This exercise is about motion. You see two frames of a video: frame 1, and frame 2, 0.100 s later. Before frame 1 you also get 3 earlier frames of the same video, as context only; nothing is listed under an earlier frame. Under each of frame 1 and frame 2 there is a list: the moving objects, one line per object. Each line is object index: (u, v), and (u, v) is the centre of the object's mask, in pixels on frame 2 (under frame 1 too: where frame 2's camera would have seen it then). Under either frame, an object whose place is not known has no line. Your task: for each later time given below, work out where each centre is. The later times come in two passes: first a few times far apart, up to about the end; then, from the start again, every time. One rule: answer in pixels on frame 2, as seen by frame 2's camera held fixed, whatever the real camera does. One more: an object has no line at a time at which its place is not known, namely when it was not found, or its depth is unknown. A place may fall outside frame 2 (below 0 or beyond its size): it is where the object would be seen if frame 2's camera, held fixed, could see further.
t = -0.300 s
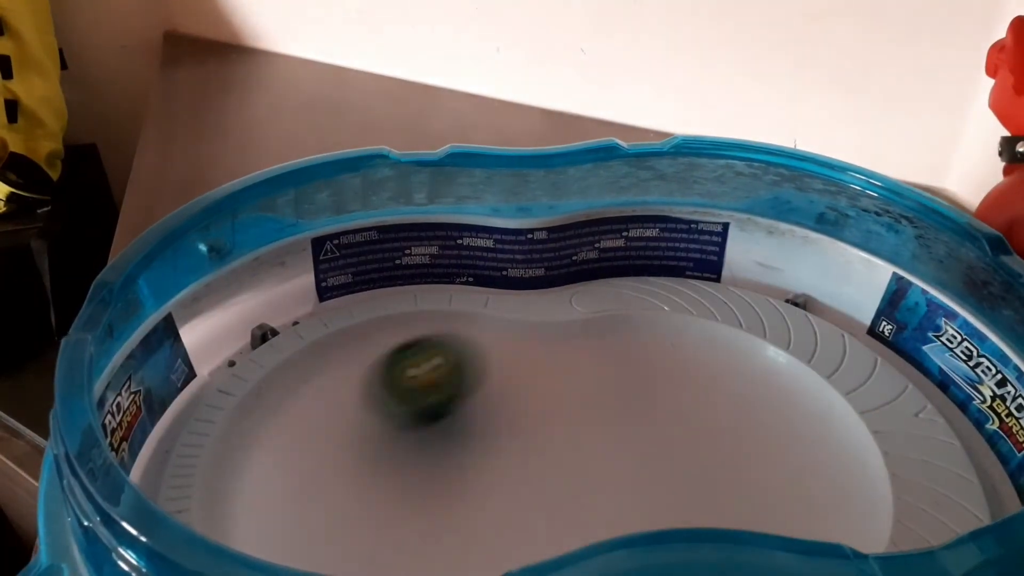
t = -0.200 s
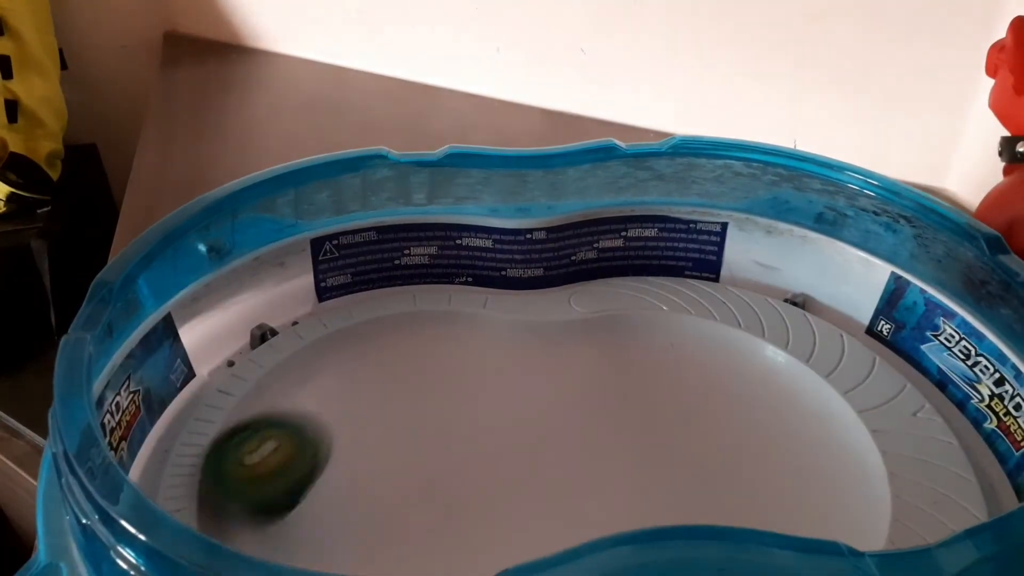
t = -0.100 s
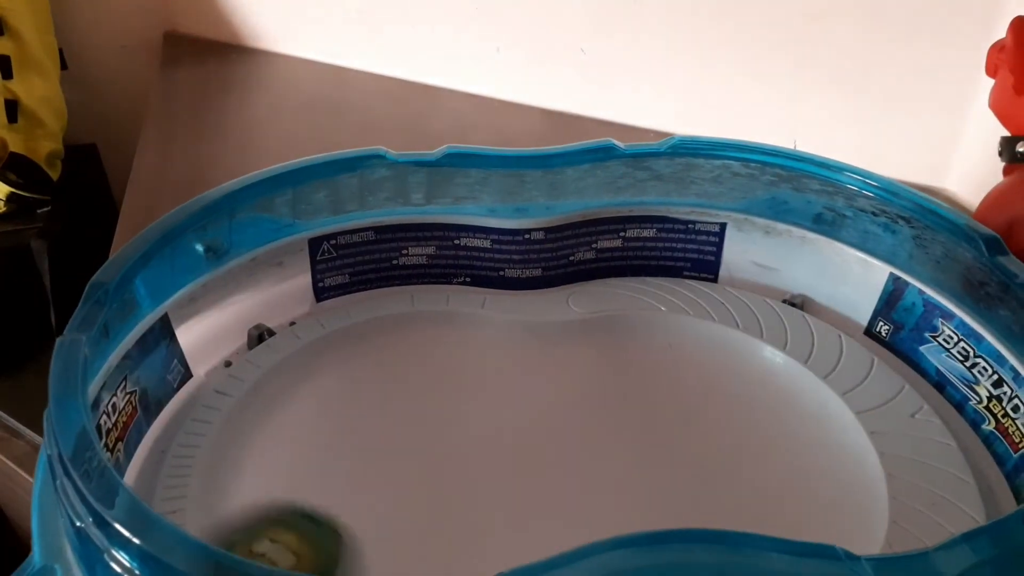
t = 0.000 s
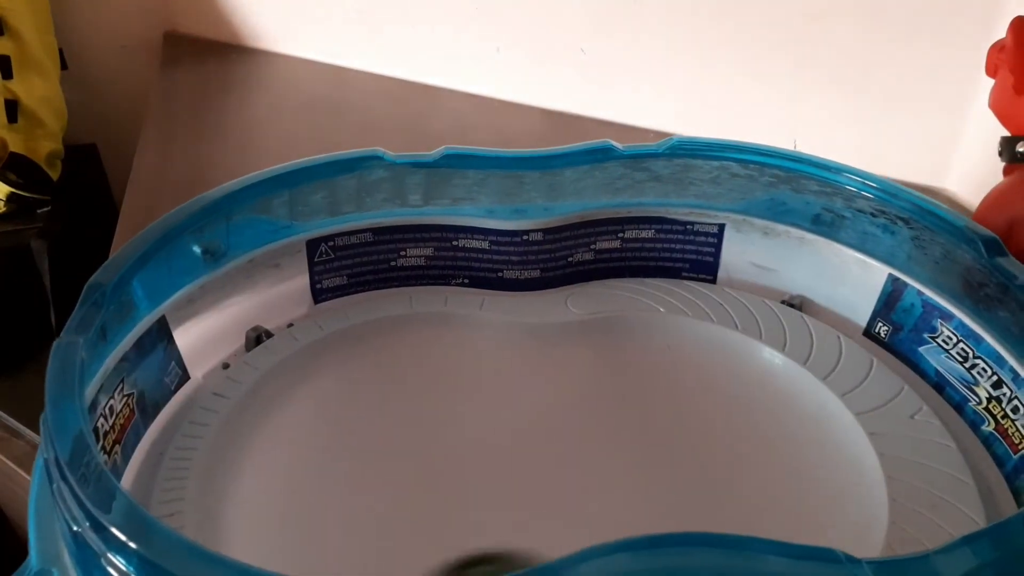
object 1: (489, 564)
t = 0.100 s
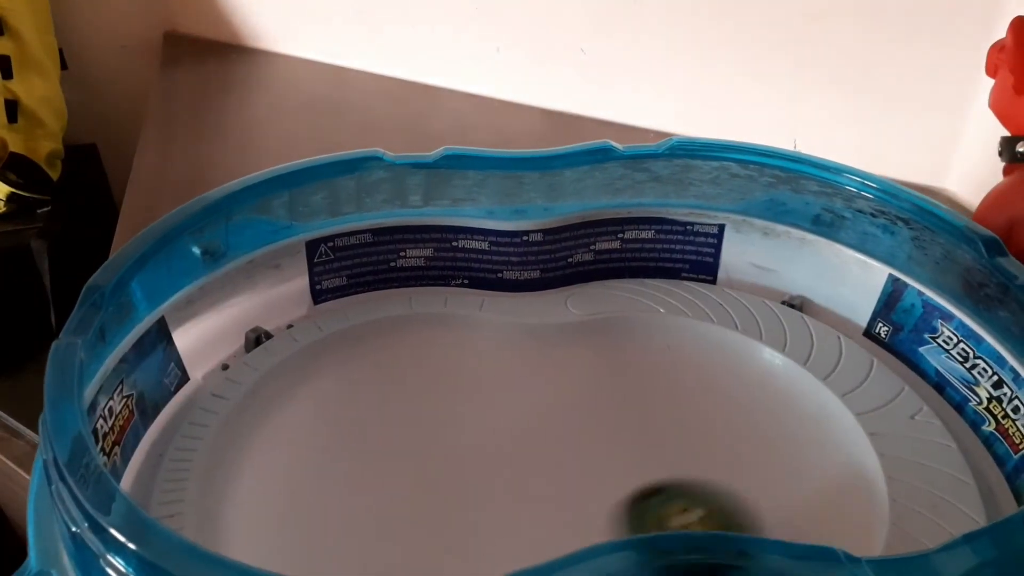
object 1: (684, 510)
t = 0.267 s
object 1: (776, 367)
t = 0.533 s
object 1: (344, 398)
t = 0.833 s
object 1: (556, 543)
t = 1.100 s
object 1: (717, 305)
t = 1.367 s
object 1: (337, 459)
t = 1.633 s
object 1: (491, 546)
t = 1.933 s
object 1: (699, 427)
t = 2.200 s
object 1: (597, 369)
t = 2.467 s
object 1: (476, 435)
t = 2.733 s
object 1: (483, 504)
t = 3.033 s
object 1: (596, 504)
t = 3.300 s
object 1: (580, 455)
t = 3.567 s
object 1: (422, 407)
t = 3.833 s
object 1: (316, 516)
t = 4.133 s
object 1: (553, 486)
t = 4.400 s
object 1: (571, 401)
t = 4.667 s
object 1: (466, 404)
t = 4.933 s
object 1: (412, 485)
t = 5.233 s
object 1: (484, 526)
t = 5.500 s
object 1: (497, 482)
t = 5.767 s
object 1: (384, 438)
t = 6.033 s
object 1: (347, 505)
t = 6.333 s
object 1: (484, 457)
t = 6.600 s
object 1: (479, 401)
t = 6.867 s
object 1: (407, 428)
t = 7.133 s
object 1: (427, 525)
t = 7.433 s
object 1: (516, 509)
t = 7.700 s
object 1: (479, 452)
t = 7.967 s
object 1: (363, 428)
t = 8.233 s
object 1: (368, 501)
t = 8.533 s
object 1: (504, 465)
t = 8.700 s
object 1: (543, 441)
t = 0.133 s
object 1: (738, 498)
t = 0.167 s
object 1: (770, 473)
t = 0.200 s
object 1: (787, 439)
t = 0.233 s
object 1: (789, 403)
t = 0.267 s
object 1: (776, 367)
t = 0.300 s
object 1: (746, 337)
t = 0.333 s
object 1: (702, 324)
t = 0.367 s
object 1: (648, 326)
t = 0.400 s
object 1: (588, 333)
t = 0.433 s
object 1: (529, 348)
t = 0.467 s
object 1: (462, 367)
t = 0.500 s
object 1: (400, 382)
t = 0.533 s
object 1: (344, 398)
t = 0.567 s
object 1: (289, 419)
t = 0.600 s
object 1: (242, 449)
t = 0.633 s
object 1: (223, 481)
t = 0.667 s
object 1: (235, 514)
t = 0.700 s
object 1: (272, 542)
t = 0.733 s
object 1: (325, 562)
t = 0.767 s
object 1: (408, 569)
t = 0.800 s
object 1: (493, 563)
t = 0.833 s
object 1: (556, 543)
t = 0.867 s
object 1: (630, 525)
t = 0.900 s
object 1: (701, 514)
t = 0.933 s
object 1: (756, 499)
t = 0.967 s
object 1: (781, 465)
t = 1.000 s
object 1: (794, 422)
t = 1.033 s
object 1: (786, 376)
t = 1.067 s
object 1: (754, 328)
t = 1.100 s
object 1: (717, 305)
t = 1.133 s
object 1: (663, 298)
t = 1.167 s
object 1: (616, 312)
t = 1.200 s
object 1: (570, 343)
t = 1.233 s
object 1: (522, 366)
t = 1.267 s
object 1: (473, 394)
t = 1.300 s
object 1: (424, 420)
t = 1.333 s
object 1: (376, 441)
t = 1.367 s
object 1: (337, 459)
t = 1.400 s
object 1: (314, 475)
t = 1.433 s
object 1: (300, 496)
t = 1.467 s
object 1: (302, 518)
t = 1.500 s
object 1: (318, 534)
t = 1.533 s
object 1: (350, 547)
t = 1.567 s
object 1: (395, 553)
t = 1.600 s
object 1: (447, 554)
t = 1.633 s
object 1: (491, 546)
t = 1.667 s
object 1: (529, 533)
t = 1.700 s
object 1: (570, 516)
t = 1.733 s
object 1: (605, 503)
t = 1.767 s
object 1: (640, 491)
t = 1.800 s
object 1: (662, 480)
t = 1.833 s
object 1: (679, 467)
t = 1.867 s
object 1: (689, 454)
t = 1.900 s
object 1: (696, 441)
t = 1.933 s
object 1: (699, 427)
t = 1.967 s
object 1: (699, 413)
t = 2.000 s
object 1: (693, 399)
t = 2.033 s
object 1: (683, 386)
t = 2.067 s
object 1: (670, 376)
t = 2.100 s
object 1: (654, 367)
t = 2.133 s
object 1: (637, 364)
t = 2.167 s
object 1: (617, 364)
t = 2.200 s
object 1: (597, 369)
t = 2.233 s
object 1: (576, 373)
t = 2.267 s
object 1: (556, 381)
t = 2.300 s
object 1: (536, 388)
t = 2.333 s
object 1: (519, 397)
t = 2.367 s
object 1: (503, 407)
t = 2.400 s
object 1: (492, 416)
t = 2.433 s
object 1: (482, 426)
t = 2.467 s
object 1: (476, 435)
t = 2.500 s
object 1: (471, 444)
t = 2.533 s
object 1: (471, 453)
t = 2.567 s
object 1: (469, 462)
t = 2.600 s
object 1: (470, 472)
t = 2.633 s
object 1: (471, 481)
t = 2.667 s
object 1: (474, 489)
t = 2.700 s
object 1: (477, 497)
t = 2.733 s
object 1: (483, 504)
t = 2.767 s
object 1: (493, 510)
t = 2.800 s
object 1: (503, 513)
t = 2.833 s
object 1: (515, 515)
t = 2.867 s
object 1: (528, 515)
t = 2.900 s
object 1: (542, 514)
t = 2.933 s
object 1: (557, 513)
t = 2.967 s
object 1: (571, 510)
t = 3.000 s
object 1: (585, 507)
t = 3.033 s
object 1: (596, 504)
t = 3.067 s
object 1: (604, 500)
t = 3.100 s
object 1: (610, 497)
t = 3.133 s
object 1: (612, 493)
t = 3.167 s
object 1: (613, 488)
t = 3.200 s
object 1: (609, 480)
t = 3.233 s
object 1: (602, 472)
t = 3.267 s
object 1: (592, 464)
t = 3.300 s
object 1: (580, 455)
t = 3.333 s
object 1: (567, 448)
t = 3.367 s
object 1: (552, 441)
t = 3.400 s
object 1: (534, 434)
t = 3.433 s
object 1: (516, 427)
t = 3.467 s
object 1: (496, 422)
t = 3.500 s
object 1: (471, 416)
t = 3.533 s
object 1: (447, 411)
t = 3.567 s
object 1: (422, 407)
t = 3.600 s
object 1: (398, 406)
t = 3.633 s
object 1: (375, 410)
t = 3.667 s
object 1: (352, 418)
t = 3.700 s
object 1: (331, 430)
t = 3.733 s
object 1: (316, 447)
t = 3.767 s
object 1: (307, 468)
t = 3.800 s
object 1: (306, 492)
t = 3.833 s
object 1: (316, 516)
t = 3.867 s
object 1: (333, 531)
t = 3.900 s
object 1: (359, 539)
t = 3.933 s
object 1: (393, 544)
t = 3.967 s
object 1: (427, 544)
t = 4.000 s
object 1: (460, 538)
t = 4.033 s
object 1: (489, 528)
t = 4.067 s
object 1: (514, 515)
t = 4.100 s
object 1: (535, 500)
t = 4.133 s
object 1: (553, 486)
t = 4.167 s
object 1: (566, 473)
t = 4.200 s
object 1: (573, 461)
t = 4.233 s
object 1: (579, 448)
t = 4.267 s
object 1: (583, 437)
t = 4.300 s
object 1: (584, 426)
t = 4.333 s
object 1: (582, 417)
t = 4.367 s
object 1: (578, 408)
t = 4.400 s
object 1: (571, 401)
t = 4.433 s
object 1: (562, 396)
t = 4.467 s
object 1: (550, 393)
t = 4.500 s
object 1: (536, 390)
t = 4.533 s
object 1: (522, 391)
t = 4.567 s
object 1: (507, 393)
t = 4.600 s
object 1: (492, 396)
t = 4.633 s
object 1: (478, 399)
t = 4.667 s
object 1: (466, 404)
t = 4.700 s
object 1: (453, 410)
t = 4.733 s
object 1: (441, 416)
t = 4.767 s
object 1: (432, 424)
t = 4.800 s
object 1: (424, 433)
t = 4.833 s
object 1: (417, 444)
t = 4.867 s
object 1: (412, 457)
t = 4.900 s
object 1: (410, 471)
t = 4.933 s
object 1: (412, 485)
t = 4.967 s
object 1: (414, 499)
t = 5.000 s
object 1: (418, 510)
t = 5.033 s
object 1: (426, 520)
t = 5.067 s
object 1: (434, 526)
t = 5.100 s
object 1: (443, 530)
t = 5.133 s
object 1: (453, 531)
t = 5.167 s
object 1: (464, 531)
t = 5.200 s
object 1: (474, 529)
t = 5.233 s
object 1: (484, 526)
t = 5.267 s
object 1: (493, 523)
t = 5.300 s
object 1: (501, 520)
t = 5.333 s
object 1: (507, 515)
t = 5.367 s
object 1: (511, 510)
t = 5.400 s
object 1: (512, 504)
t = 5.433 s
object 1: (510, 497)
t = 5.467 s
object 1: (505, 490)
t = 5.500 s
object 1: (497, 482)
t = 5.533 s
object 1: (487, 475)
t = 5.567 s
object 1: (476, 467)
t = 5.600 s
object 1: (464, 460)
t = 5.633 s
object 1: (448, 453)
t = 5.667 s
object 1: (432, 446)
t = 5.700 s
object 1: (416, 440)
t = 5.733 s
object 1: (400, 438)
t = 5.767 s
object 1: (384, 438)
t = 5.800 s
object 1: (368, 440)
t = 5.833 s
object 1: (353, 445)
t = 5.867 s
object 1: (341, 452)
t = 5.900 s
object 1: (333, 461)
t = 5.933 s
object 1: (329, 472)
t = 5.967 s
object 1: (331, 484)
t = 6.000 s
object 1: (336, 495)
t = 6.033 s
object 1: (347, 505)
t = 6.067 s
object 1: (362, 513)
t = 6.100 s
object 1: (380, 516)
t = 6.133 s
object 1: (400, 517)
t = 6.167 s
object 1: (420, 513)
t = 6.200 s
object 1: (437, 504)
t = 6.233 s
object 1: (452, 493)
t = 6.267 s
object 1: (465, 481)
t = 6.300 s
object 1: (476, 469)
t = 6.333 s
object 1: (484, 457)
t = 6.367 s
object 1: (491, 446)
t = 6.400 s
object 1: (496, 437)
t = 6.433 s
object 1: (499, 428)
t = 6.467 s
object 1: (500, 420)
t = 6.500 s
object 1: (498, 414)
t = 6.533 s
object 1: (493, 409)
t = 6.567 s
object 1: (486, 404)
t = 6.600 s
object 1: (479, 401)
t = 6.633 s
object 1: (470, 399)
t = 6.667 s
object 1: (460, 399)
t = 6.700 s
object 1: (451, 399)
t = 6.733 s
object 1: (442, 400)
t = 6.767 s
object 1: (432, 403)
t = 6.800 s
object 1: (424, 408)
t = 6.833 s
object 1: (414, 417)
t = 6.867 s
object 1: (407, 428)
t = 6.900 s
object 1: (401, 441)
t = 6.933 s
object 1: (398, 454)
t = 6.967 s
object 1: (397, 468)
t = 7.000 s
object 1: (398, 482)
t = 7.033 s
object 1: (403, 496)
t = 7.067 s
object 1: (409, 508)
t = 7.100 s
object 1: (418, 519)
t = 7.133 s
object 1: (427, 525)
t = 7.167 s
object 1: (438, 529)
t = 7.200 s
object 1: (448, 531)
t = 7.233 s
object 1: (460, 531)
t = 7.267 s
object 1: (471, 529)
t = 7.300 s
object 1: (482, 526)
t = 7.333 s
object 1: (493, 523)
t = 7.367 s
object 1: (503, 519)
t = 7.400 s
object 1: (510, 514)
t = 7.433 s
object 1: (516, 509)
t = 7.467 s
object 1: (520, 503)
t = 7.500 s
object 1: (521, 496)
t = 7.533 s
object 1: (519, 489)
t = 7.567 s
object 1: (514, 482)
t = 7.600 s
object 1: (508, 475)
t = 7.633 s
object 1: (499, 467)
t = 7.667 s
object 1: (490, 460)
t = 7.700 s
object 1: (479, 452)
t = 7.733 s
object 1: (467, 445)
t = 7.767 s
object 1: (453, 438)
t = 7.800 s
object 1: (438, 431)
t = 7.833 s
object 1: (422, 425)
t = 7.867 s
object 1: (407, 422)
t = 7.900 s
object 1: (391, 422)
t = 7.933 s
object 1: (376, 424)
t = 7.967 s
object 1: (363, 428)
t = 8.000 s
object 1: (352, 434)
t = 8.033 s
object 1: (343, 442)
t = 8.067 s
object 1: (338, 451)
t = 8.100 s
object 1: (336, 462)
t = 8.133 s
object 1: (338, 473)
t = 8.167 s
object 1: (345, 484)
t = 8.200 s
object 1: (355, 494)
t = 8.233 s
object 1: (368, 501)
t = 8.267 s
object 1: (385, 506)
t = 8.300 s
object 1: (403, 509)
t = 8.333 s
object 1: (421, 508)
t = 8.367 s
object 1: (438, 503)
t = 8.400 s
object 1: (455, 496)
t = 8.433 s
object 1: (469, 488)
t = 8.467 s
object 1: (481, 480)
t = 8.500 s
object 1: (493, 472)
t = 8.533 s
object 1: (504, 465)
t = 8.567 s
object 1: (513, 459)
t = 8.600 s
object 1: (521, 454)
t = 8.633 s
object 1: (529, 449)
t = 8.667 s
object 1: (537, 445)
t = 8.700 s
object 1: (543, 441)
